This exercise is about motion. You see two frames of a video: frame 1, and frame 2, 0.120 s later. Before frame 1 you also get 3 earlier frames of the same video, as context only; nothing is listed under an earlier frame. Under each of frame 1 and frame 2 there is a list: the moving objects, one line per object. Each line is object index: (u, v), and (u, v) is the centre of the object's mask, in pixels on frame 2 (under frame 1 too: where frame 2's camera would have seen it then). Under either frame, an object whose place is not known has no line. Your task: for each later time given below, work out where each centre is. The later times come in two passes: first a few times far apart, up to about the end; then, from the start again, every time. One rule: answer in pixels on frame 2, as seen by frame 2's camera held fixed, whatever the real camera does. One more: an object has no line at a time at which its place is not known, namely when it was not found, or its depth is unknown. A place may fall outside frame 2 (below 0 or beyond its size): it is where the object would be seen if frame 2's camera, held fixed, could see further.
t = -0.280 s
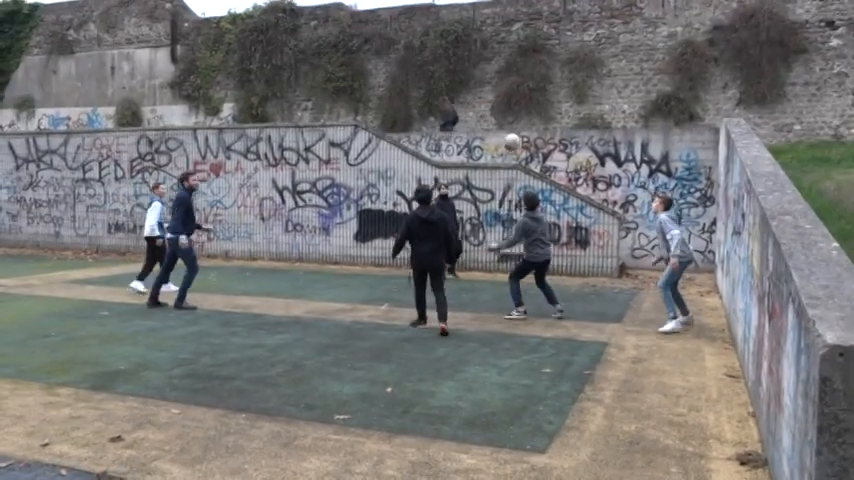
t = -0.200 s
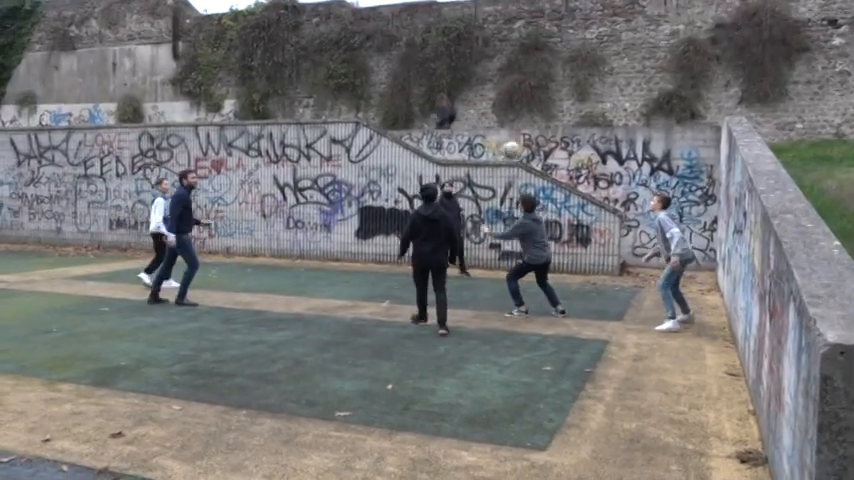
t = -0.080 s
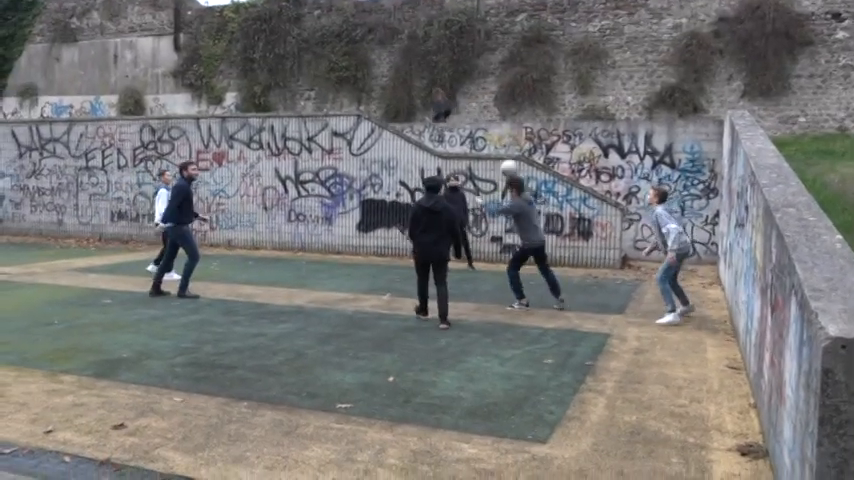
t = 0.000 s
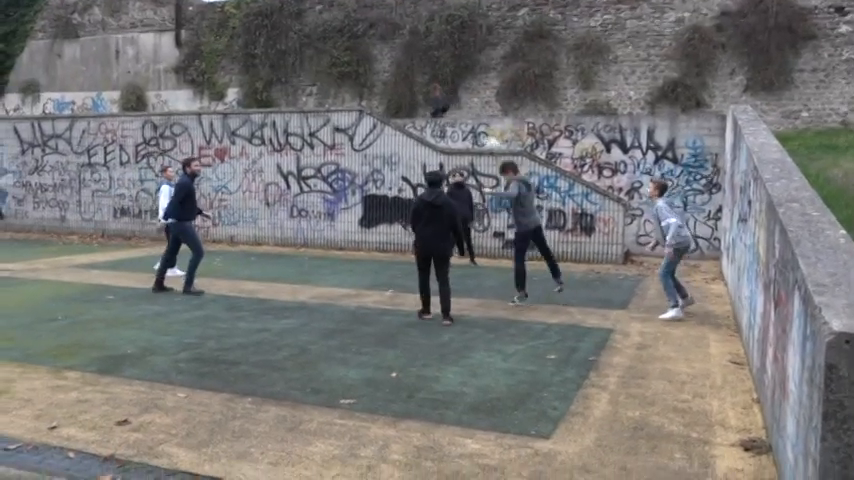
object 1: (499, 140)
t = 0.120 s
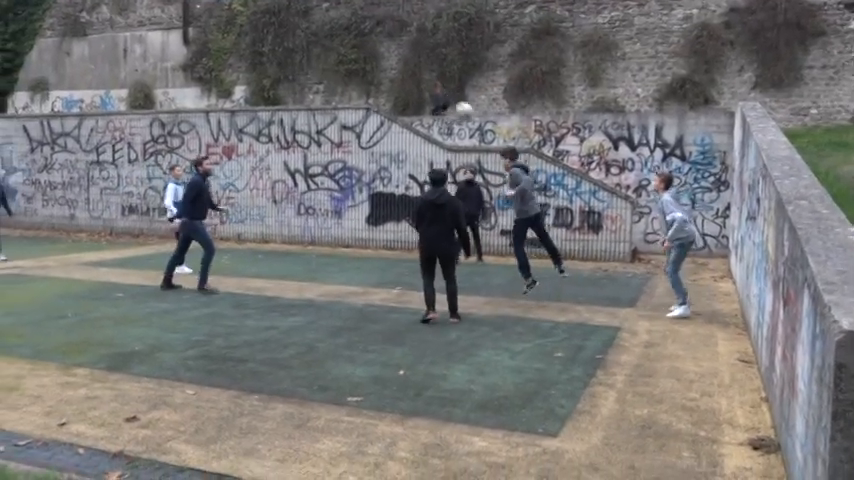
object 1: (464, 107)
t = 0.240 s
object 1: (429, 88)
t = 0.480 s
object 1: (363, 81)
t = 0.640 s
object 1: (322, 100)
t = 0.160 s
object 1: (452, 101)
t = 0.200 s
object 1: (441, 94)
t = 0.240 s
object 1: (429, 88)
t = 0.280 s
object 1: (418, 84)
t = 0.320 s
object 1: (407, 81)
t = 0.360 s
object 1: (396, 78)
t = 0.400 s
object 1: (385, 79)
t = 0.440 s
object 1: (375, 79)
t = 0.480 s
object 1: (363, 81)
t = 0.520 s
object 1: (353, 84)
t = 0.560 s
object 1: (342, 88)
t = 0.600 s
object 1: (332, 93)
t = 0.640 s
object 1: (322, 100)
